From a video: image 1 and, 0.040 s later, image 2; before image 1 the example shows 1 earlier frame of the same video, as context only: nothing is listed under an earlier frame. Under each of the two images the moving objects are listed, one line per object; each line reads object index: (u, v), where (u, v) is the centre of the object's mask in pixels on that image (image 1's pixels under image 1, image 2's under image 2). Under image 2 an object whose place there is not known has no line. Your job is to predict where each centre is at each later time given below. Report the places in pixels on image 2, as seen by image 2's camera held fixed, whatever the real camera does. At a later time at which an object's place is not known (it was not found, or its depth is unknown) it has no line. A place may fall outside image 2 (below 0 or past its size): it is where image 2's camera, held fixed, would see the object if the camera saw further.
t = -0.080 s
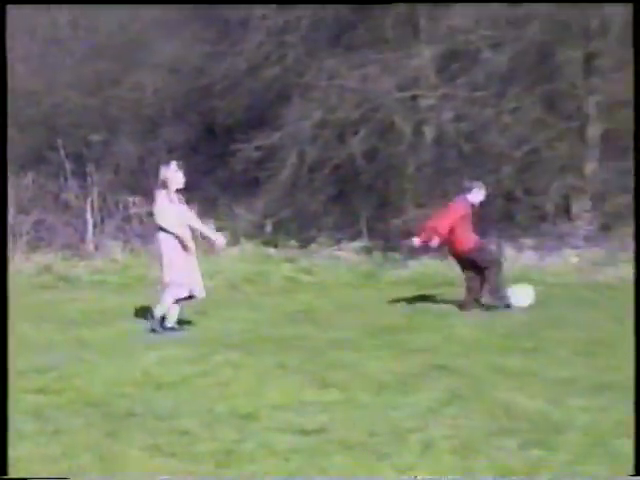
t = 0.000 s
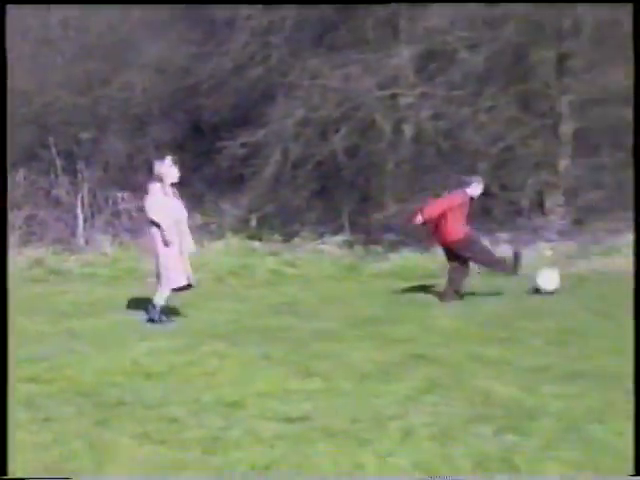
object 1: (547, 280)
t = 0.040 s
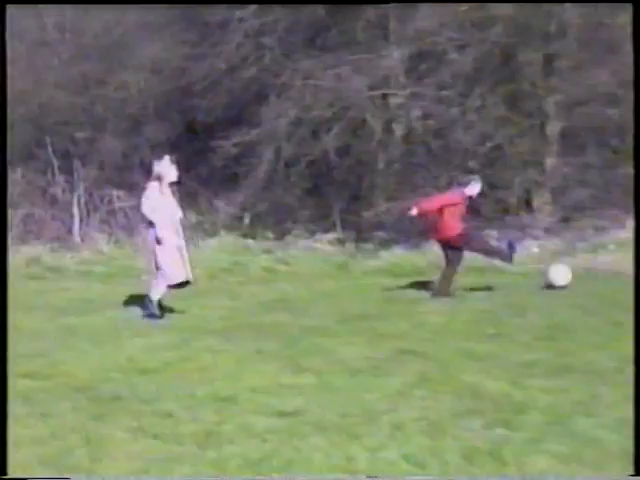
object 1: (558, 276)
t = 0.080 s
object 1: (581, 275)
